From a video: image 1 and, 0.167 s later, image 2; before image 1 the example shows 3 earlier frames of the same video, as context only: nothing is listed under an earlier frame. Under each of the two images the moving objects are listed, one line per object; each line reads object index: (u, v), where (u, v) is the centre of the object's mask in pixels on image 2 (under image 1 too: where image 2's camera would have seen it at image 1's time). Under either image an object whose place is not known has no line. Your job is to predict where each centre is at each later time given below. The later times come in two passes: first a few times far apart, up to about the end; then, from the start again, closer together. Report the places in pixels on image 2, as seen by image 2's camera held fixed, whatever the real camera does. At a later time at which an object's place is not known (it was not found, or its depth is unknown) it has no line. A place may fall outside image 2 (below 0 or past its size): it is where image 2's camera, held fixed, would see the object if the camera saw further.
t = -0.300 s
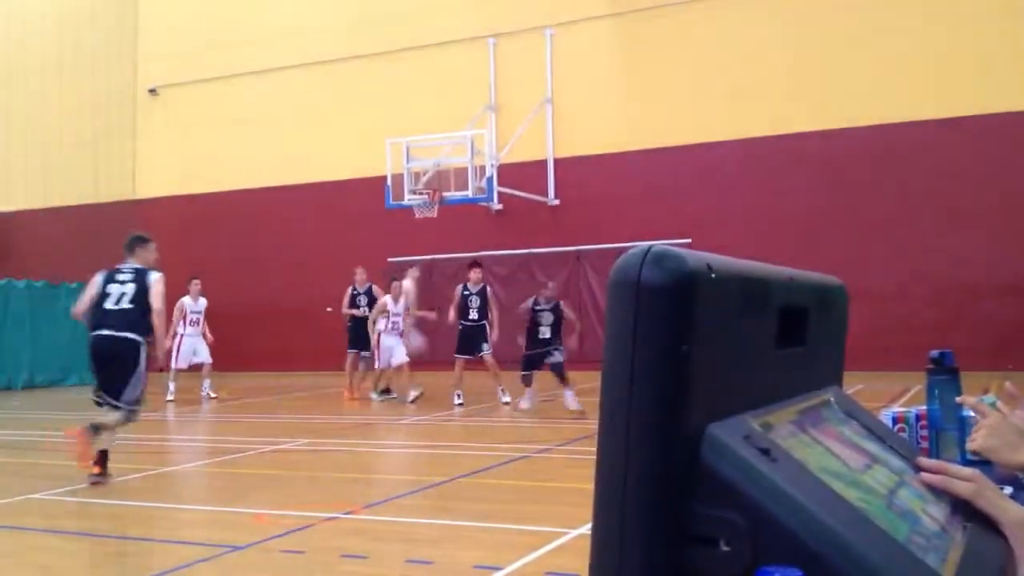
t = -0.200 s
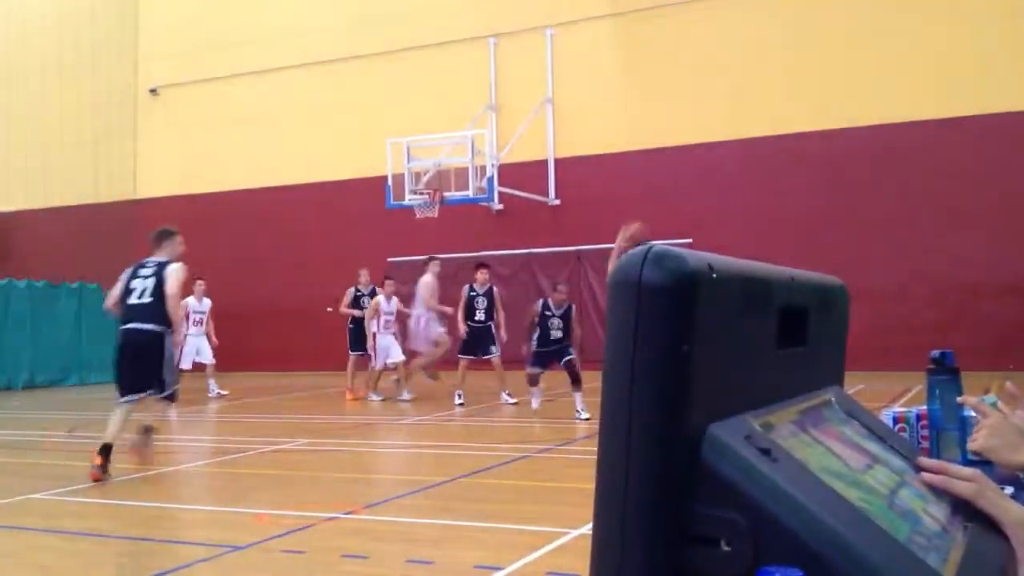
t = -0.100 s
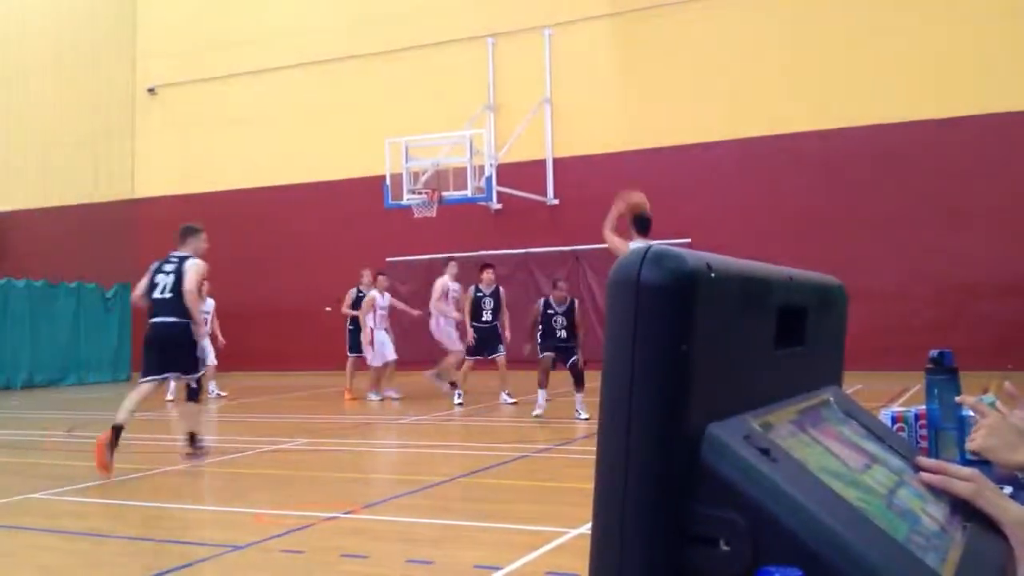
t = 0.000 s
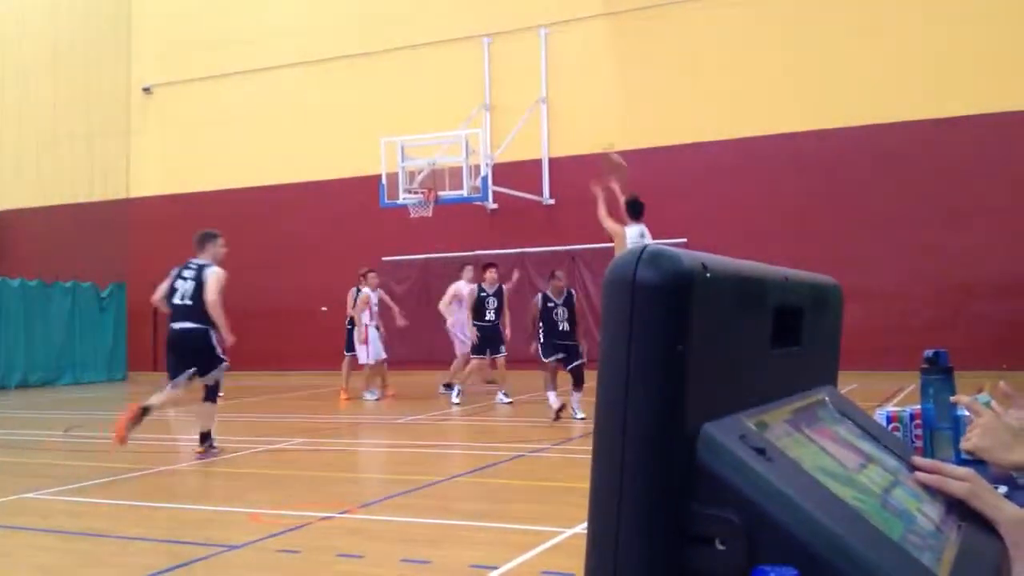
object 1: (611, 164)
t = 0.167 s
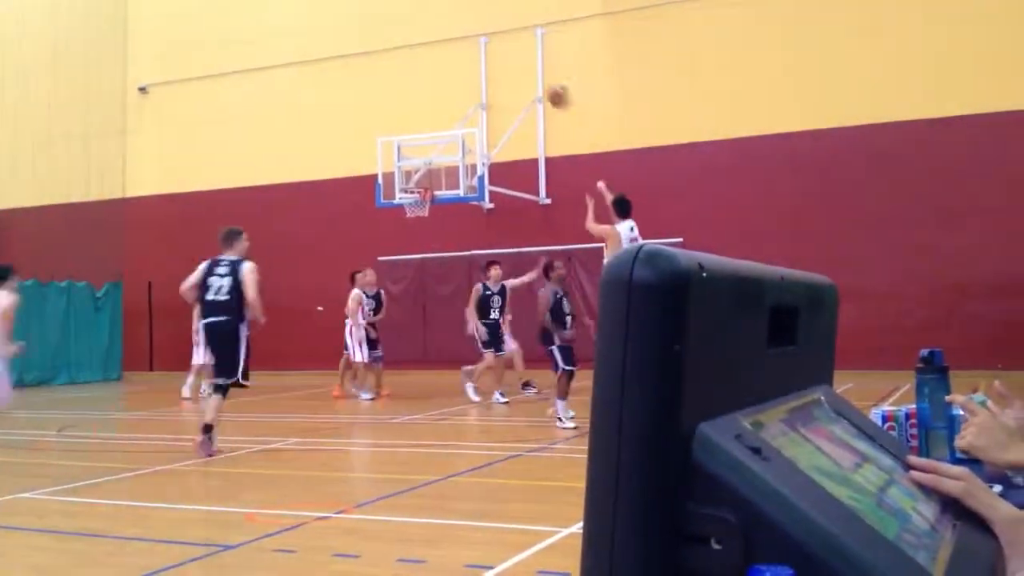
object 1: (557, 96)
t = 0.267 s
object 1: (532, 75)
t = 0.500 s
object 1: (483, 65)
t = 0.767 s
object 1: (442, 101)
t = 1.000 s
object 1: (411, 166)
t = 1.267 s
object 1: (432, 171)
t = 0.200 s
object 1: (549, 87)
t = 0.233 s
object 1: (541, 81)
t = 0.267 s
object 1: (532, 75)
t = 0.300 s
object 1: (525, 71)
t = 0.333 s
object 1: (517, 68)
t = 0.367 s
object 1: (509, 65)
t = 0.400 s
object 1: (503, 63)
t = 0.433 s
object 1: (496, 63)
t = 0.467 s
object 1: (490, 63)
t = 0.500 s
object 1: (483, 65)
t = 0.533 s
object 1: (477, 67)
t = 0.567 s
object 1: (472, 70)
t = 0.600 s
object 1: (467, 73)
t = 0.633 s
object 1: (461, 78)
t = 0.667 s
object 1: (456, 83)
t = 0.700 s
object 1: (451, 89)
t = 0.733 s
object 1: (446, 95)
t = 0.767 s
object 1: (442, 101)
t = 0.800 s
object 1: (437, 109)
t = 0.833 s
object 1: (432, 117)
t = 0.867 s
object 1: (428, 125)
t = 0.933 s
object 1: (419, 143)
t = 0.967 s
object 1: (415, 153)
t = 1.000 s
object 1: (411, 166)
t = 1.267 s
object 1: (432, 171)
